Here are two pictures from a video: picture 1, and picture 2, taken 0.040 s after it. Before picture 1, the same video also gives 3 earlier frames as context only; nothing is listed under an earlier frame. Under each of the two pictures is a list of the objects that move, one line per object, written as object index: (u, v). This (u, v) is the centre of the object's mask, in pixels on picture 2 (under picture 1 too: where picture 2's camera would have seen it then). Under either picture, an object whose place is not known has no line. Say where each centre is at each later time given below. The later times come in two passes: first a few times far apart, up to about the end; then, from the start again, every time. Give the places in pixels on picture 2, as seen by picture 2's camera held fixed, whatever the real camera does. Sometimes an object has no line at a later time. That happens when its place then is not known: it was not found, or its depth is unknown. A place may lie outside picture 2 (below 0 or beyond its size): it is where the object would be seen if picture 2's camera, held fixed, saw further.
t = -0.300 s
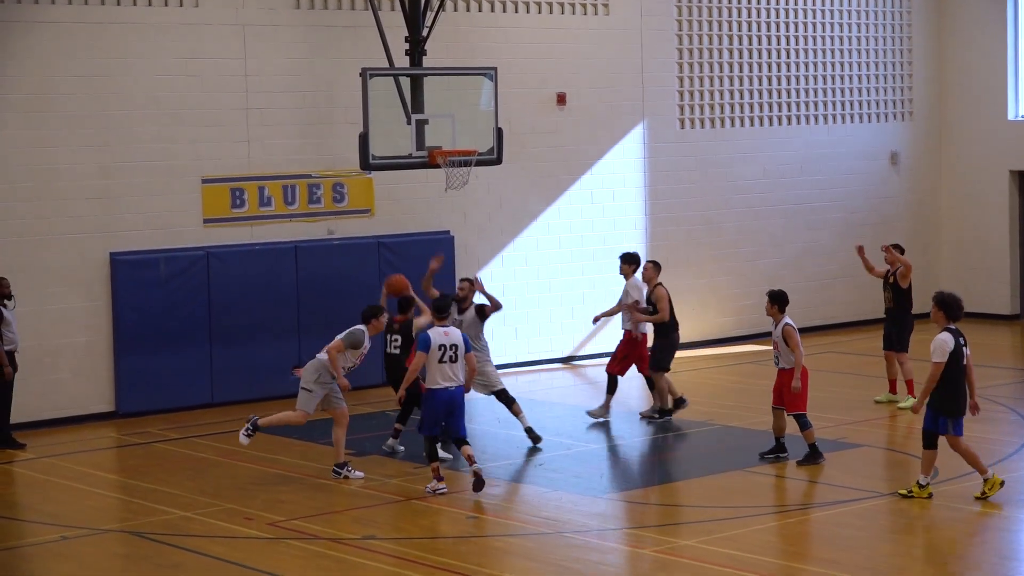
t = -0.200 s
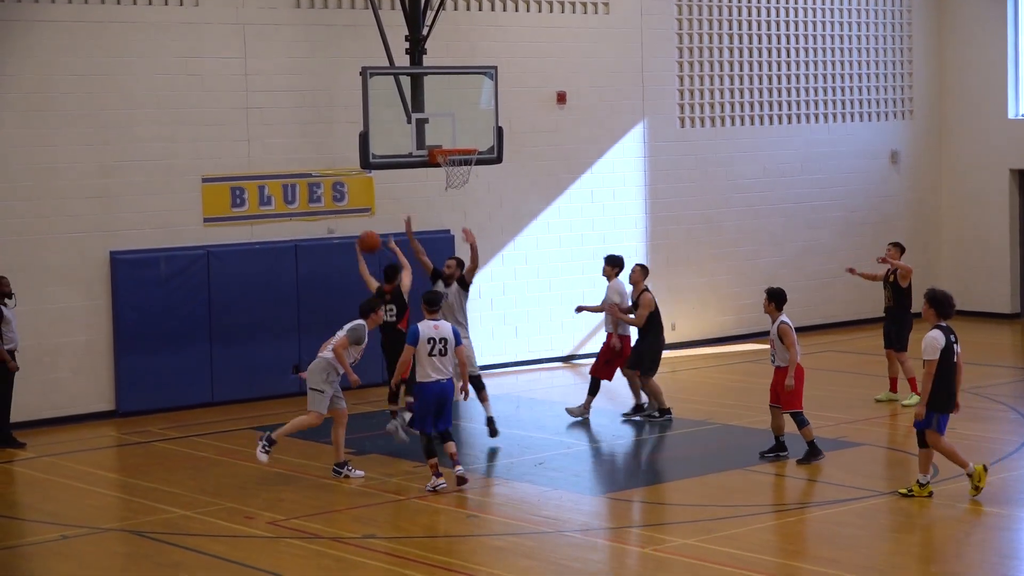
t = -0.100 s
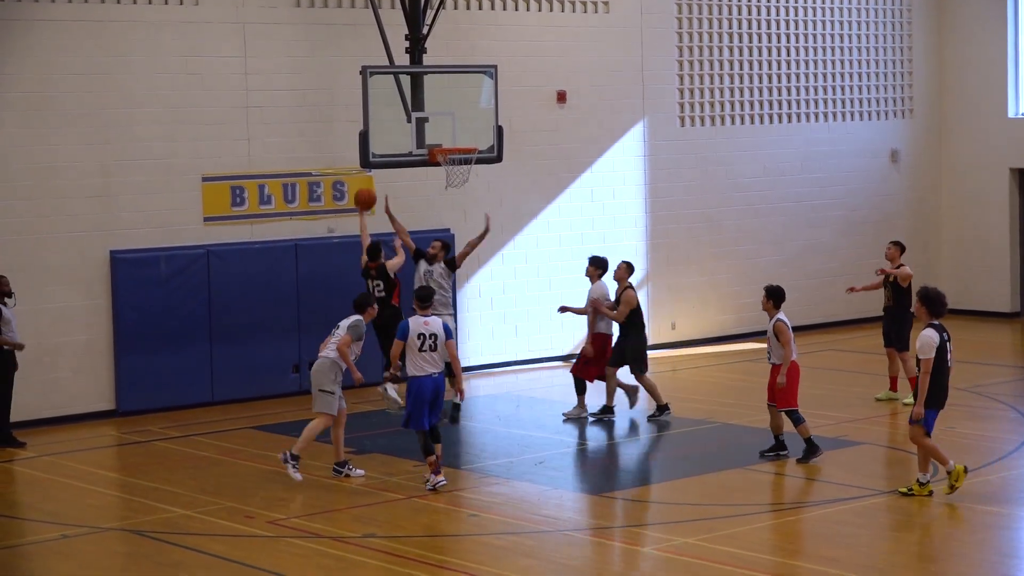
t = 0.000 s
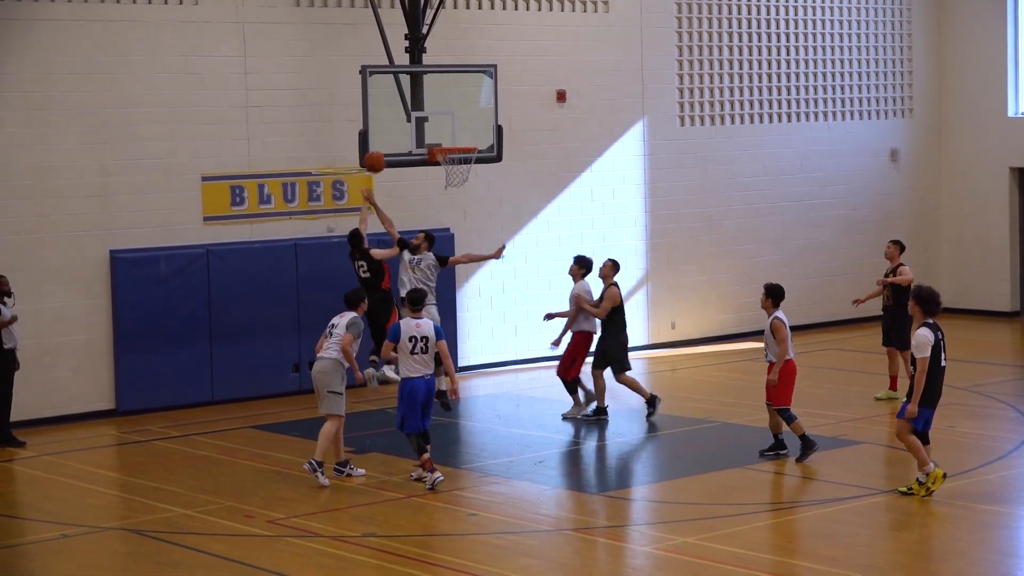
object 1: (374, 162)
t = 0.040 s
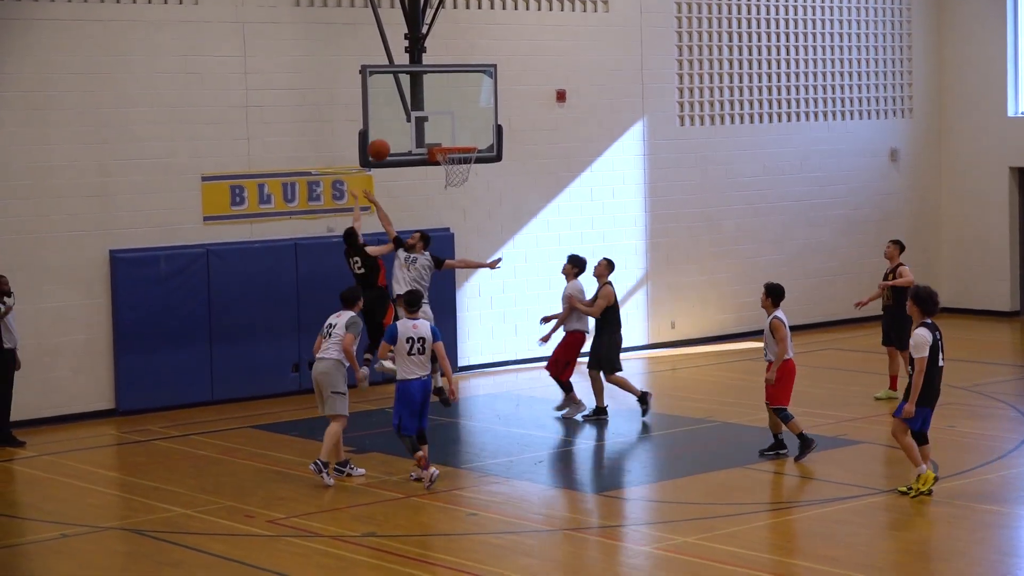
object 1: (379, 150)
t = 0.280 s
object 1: (404, 112)
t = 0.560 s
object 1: (444, 118)
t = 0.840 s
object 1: (447, 170)
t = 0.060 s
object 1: (381, 144)
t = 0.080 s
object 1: (383, 140)
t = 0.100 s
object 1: (385, 135)
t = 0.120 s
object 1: (387, 131)
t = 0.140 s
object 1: (389, 127)
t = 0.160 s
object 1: (391, 124)
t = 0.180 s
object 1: (393, 121)
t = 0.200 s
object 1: (395, 118)
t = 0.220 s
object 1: (397, 116)
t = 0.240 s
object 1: (400, 114)
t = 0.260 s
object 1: (402, 113)
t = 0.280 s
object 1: (404, 112)
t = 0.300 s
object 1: (406, 111)
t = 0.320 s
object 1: (408, 110)
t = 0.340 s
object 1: (412, 108)
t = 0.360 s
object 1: (414, 107)
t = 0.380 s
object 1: (416, 107)
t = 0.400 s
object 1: (420, 106)
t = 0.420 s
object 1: (423, 107)
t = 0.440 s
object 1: (426, 107)
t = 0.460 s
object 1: (429, 108)
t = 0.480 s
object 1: (432, 109)
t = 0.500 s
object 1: (435, 111)
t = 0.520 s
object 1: (438, 113)
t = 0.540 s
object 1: (441, 115)
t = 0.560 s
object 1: (444, 118)
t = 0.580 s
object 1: (447, 121)
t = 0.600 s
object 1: (450, 124)
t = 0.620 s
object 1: (453, 128)
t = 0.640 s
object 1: (456, 132)
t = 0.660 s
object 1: (459, 136)
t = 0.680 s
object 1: (462, 139)
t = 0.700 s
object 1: (464, 145)
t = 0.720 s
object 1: (462, 148)
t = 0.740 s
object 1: (459, 152)
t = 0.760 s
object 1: (458, 155)
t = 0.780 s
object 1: (455, 159)
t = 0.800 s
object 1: (451, 162)
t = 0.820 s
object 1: (449, 166)
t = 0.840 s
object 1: (447, 170)
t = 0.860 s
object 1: (445, 173)
